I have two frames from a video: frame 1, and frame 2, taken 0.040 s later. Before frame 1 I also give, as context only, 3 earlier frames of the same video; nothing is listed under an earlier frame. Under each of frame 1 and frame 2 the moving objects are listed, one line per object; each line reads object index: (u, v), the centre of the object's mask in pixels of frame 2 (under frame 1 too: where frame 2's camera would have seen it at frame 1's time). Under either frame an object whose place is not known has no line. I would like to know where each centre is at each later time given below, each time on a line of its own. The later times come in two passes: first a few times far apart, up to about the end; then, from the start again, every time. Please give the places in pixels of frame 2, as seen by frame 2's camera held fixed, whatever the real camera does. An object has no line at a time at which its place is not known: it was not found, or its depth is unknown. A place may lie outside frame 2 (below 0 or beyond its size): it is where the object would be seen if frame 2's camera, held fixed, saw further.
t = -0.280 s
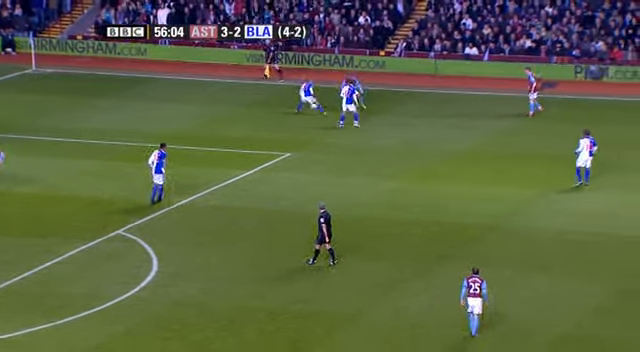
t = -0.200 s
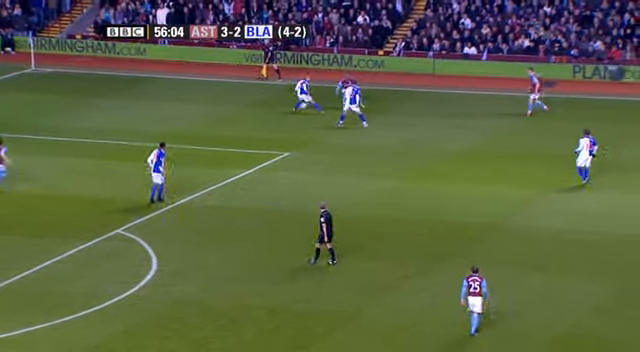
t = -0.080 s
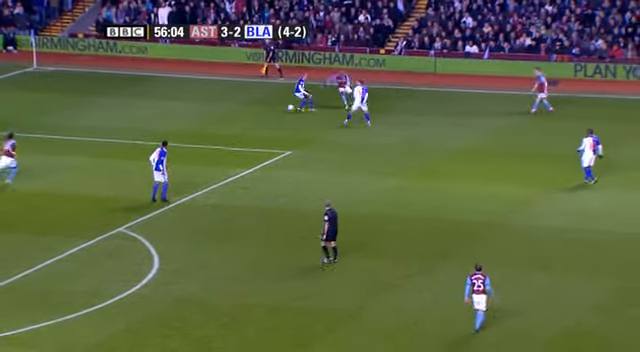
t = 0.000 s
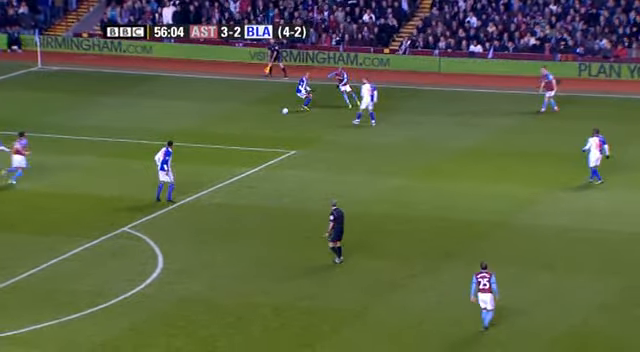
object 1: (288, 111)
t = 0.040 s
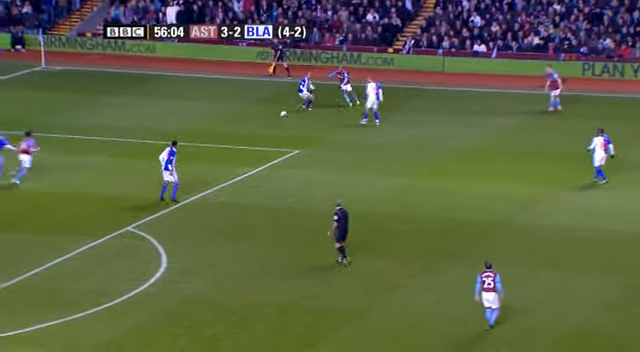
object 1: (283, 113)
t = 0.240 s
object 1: (259, 135)
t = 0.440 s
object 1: (236, 138)
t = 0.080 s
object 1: (279, 116)
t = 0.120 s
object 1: (273, 120)
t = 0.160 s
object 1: (269, 124)
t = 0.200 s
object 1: (264, 129)
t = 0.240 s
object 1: (259, 135)
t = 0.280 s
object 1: (254, 139)
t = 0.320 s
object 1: (250, 139)
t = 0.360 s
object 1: (245, 138)
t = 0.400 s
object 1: (241, 138)
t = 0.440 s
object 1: (236, 138)
